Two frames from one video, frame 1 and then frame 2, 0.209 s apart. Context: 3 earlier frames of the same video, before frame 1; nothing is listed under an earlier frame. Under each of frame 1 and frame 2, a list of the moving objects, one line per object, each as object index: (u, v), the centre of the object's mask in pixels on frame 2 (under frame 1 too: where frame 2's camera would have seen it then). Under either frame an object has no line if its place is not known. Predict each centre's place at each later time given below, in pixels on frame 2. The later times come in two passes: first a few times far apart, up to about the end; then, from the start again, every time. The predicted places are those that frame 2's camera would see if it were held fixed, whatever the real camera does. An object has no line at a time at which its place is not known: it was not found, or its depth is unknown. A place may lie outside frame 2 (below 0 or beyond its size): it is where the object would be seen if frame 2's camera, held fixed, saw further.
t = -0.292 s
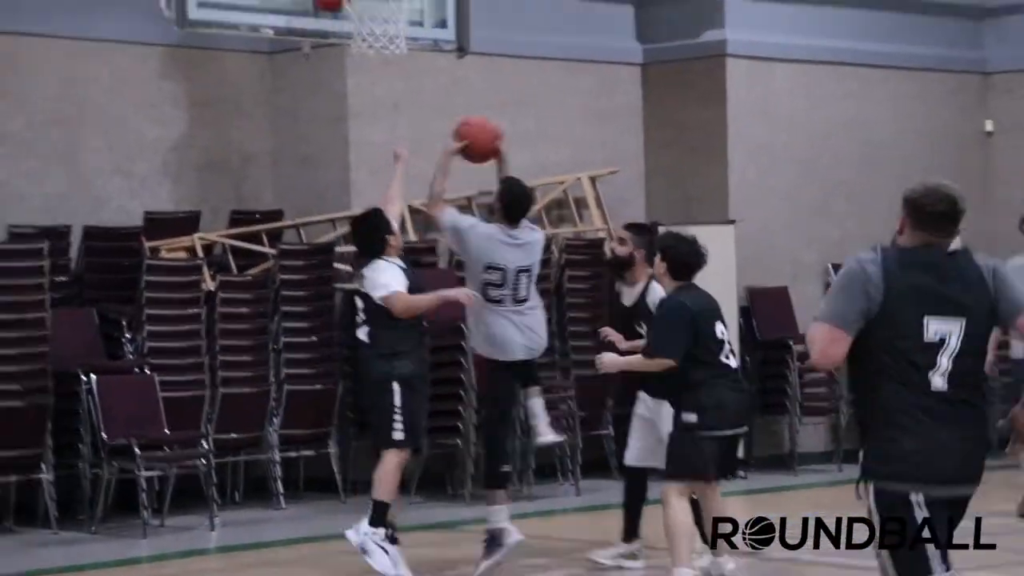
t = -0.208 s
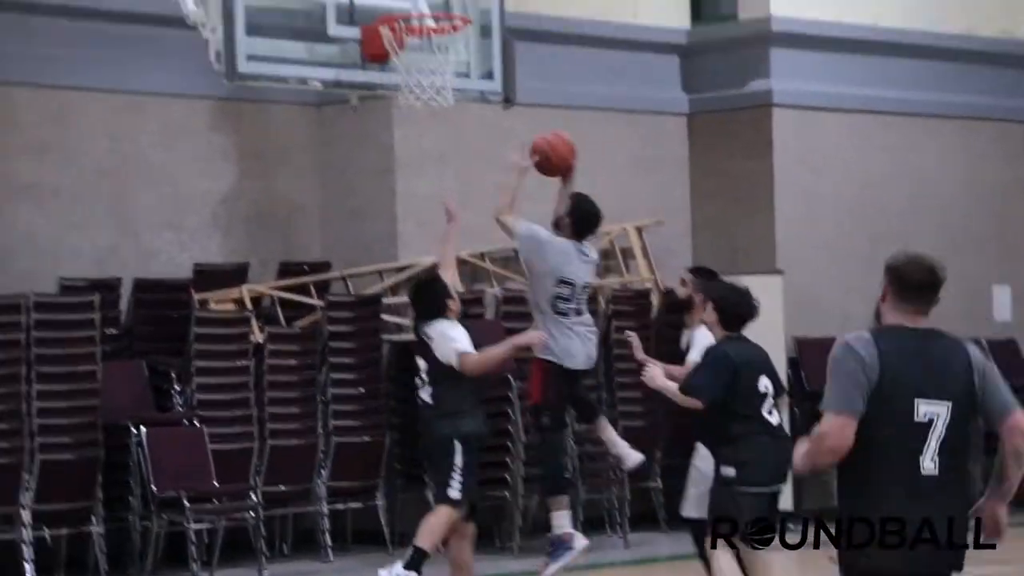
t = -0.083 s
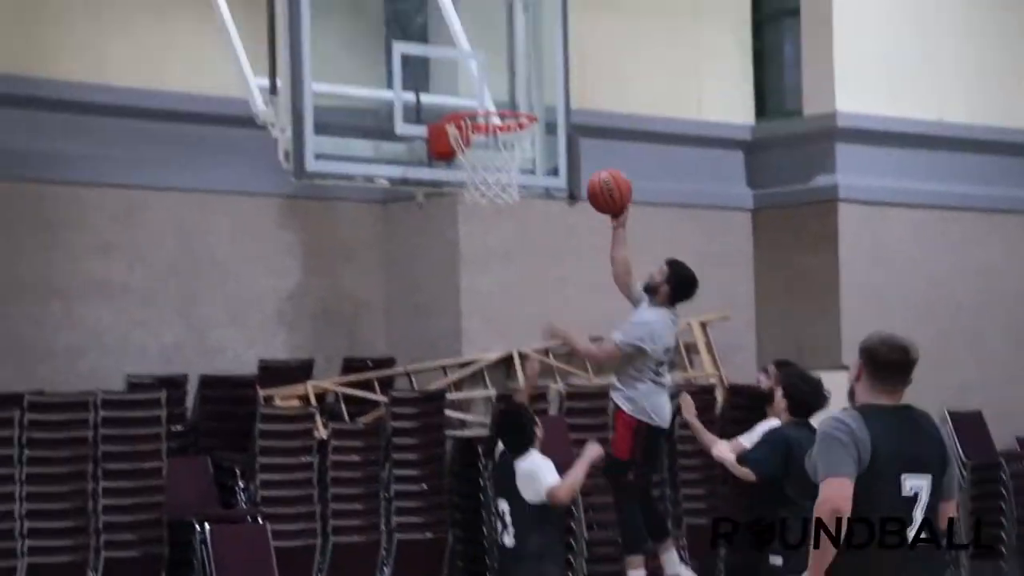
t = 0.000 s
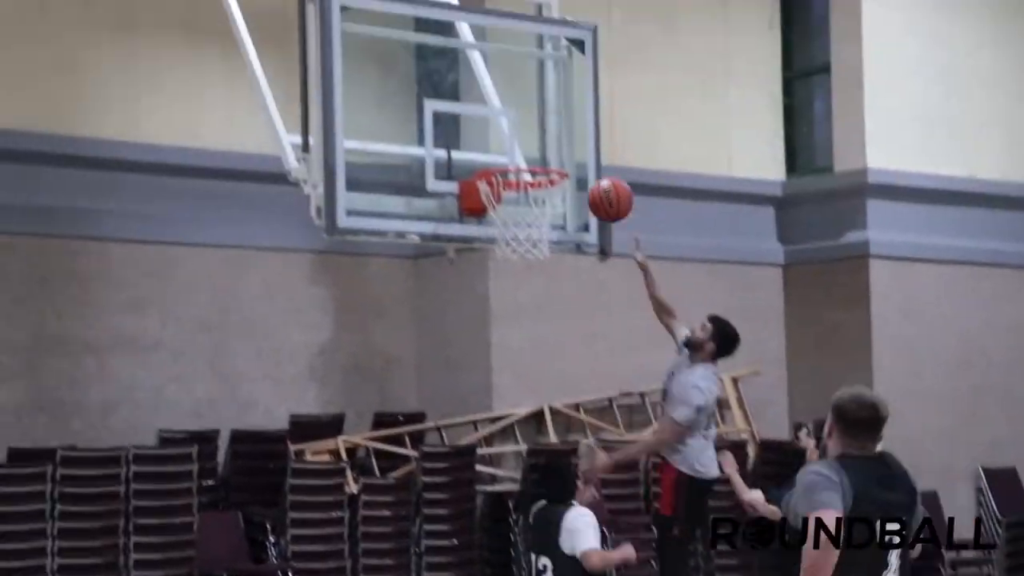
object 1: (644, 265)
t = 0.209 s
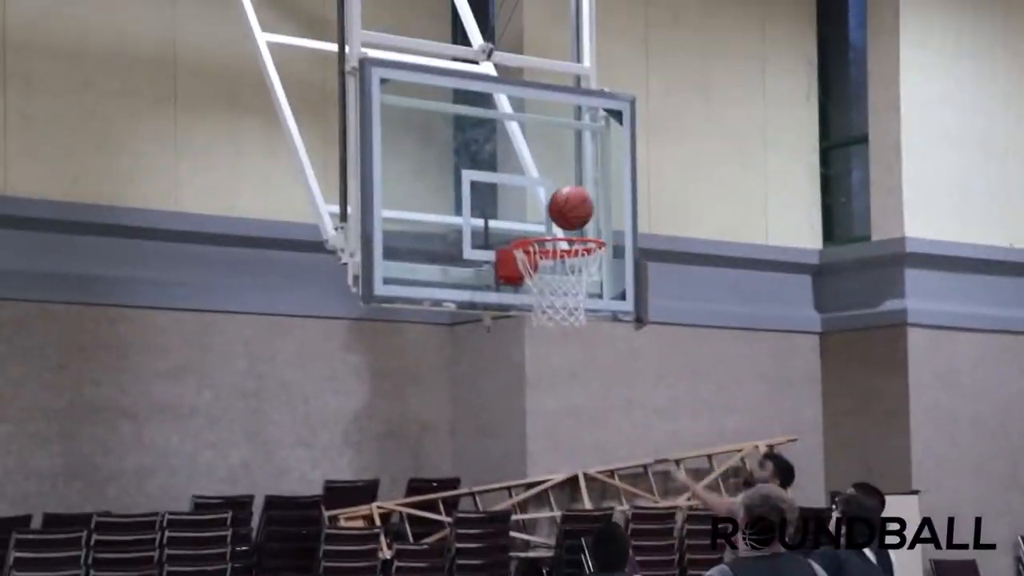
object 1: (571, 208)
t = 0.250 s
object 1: (556, 206)
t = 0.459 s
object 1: (545, 230)
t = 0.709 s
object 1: (553, 323)
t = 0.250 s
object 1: (556, 206)
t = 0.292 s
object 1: (554, 206)
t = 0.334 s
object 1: (551, 210)
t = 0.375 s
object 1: (549, 217)
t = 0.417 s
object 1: (548, 223)
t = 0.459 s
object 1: (545, 230)
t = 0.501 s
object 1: (543, 236)
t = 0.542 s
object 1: (545, 270)
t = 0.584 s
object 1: (540, 287)
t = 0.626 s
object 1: (544, 305)
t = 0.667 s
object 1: (550, 315)
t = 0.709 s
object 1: (553, 323)
